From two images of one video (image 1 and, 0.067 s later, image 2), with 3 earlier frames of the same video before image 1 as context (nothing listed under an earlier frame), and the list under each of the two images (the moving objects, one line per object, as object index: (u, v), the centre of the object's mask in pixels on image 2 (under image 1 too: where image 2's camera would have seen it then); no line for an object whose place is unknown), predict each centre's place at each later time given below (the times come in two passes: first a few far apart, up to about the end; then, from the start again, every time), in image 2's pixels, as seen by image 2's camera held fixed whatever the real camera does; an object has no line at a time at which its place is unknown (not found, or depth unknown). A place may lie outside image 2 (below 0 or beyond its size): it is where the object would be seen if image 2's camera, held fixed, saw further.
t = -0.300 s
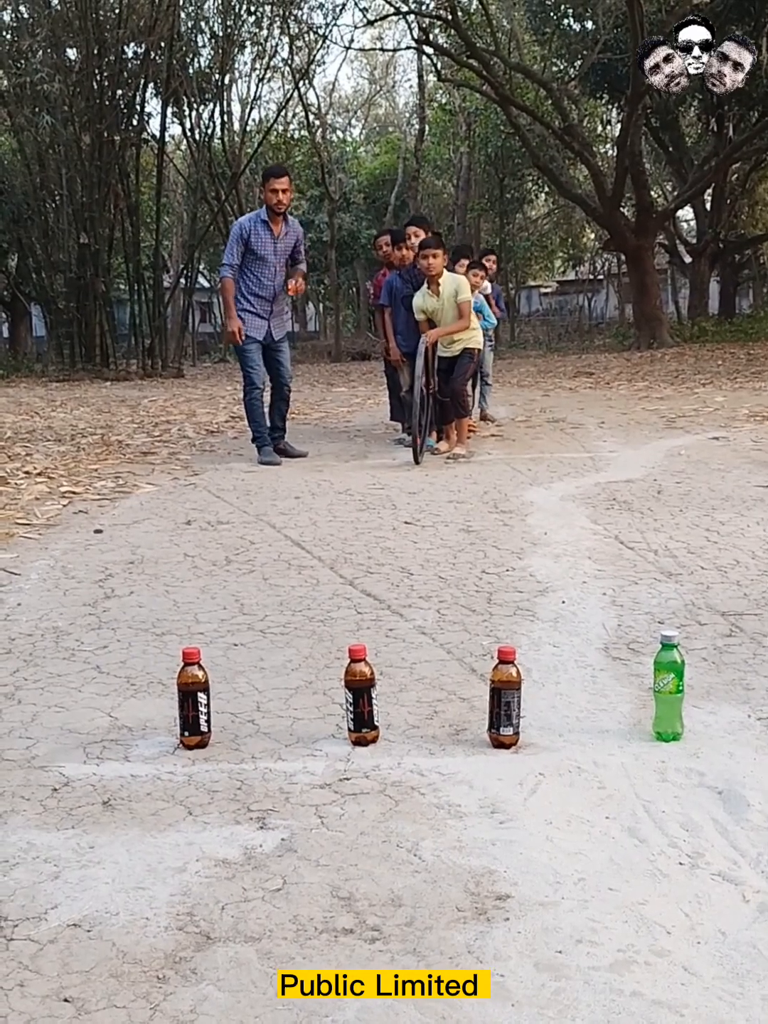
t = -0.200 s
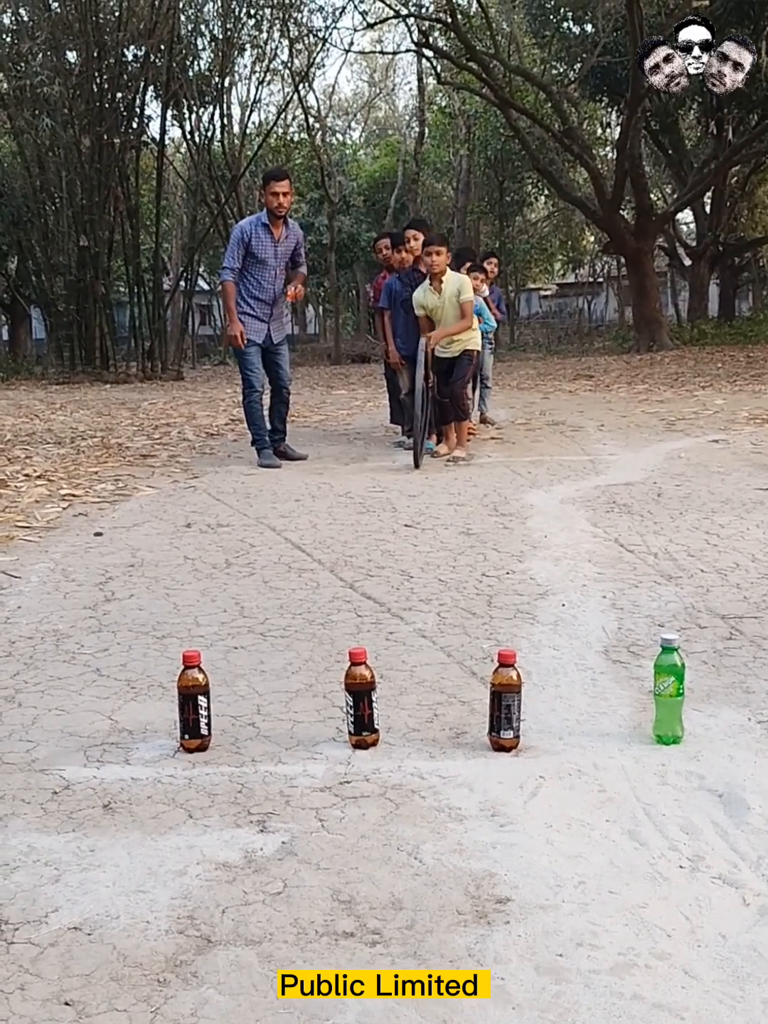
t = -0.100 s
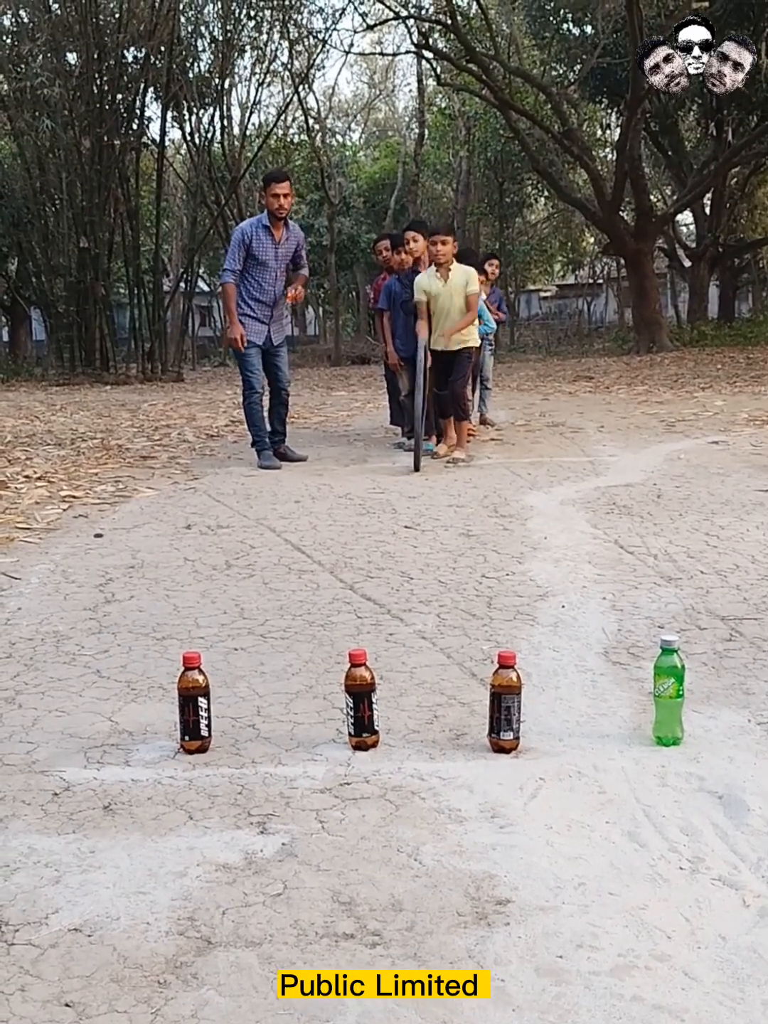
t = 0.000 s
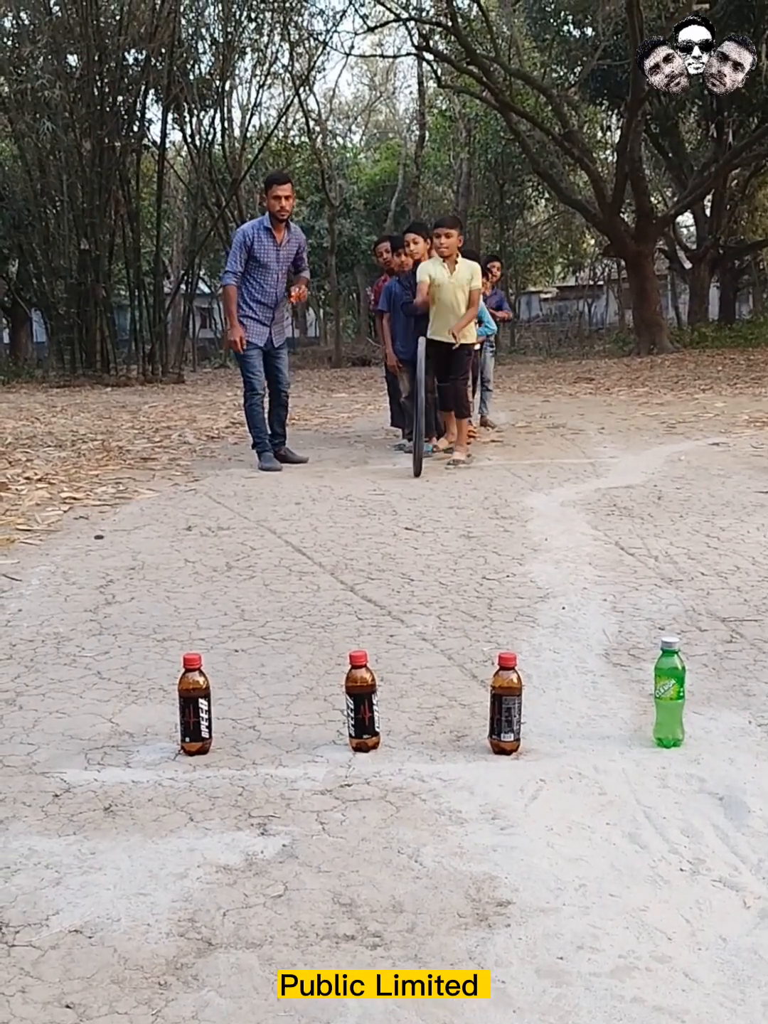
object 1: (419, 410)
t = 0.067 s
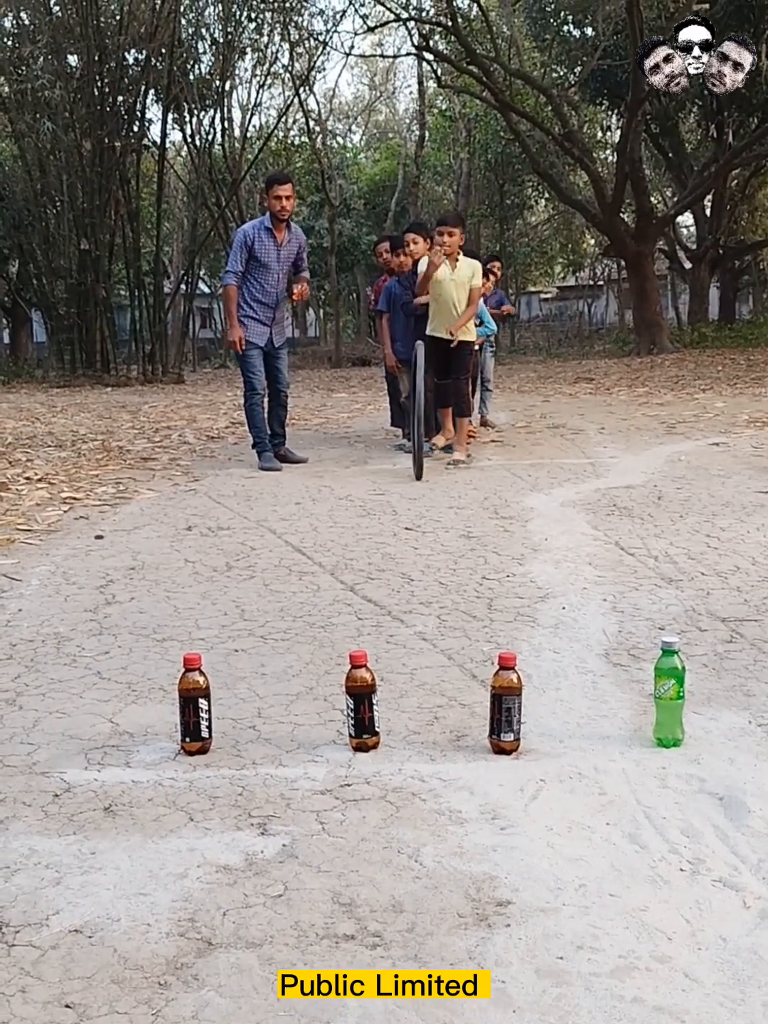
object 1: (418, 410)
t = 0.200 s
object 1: (415, 416)
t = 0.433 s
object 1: (411, 416)
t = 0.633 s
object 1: (408, 423)
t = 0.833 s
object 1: (401, 432)
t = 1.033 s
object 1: (396, 450)
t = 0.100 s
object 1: (417, 408)
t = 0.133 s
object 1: (416, 408)
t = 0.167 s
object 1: (416, 410)
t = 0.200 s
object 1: (415, 416)
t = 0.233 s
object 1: (414, 418)
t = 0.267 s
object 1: (413, 417)
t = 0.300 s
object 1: (412, 416)
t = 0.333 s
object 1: (411, 414)
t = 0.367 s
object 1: (411, 413)
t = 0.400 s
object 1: (411, 415)
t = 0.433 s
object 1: (411, 416)
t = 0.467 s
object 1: (410, 418)
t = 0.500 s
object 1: (409, 420)
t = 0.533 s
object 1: (409, 421)
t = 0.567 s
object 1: (408, 424)
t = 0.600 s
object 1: (408, 424)
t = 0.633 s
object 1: (408, 423)
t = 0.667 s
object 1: (407, 424)
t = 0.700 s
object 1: (406, 426)
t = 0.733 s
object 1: (405, 428)
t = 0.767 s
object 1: (404, 434)
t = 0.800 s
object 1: (403, 437)
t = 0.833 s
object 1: (401, 432)
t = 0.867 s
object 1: (400, 431)
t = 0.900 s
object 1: (399, 432)
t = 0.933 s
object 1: (398, 435)
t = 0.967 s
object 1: (397, 439)
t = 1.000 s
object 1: (397, 443)
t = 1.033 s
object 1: (396, 450)
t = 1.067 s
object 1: (396, 456)
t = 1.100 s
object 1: (396, 460)
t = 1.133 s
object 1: (396, 463)
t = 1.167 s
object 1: (395, 466)
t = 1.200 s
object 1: (394, 465)
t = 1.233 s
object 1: (394, 464)
